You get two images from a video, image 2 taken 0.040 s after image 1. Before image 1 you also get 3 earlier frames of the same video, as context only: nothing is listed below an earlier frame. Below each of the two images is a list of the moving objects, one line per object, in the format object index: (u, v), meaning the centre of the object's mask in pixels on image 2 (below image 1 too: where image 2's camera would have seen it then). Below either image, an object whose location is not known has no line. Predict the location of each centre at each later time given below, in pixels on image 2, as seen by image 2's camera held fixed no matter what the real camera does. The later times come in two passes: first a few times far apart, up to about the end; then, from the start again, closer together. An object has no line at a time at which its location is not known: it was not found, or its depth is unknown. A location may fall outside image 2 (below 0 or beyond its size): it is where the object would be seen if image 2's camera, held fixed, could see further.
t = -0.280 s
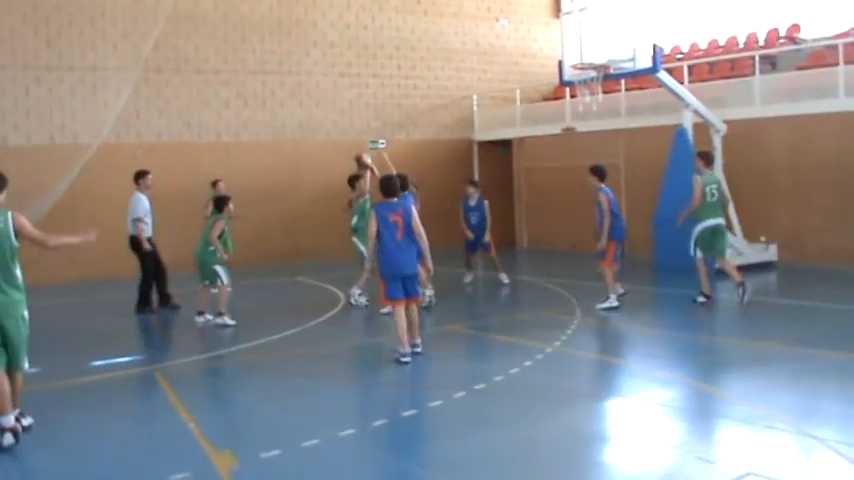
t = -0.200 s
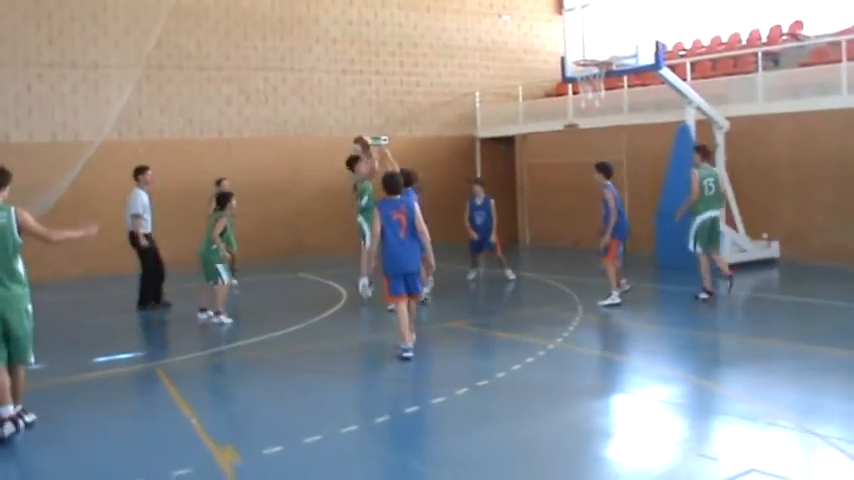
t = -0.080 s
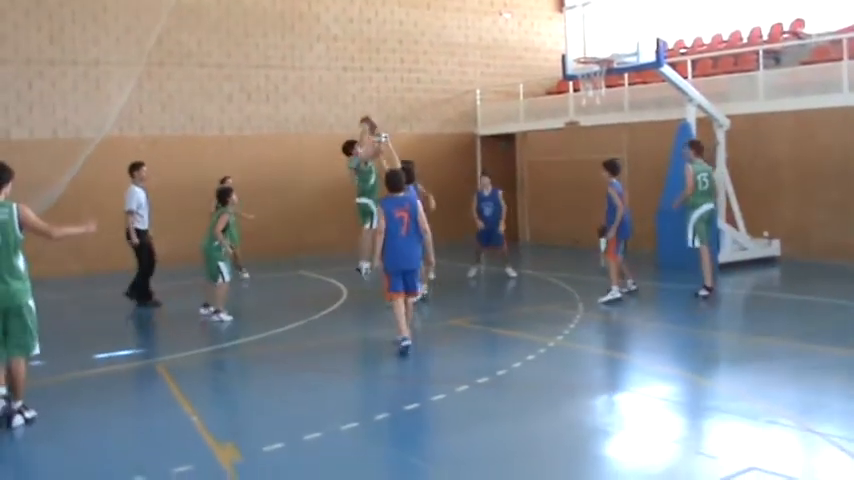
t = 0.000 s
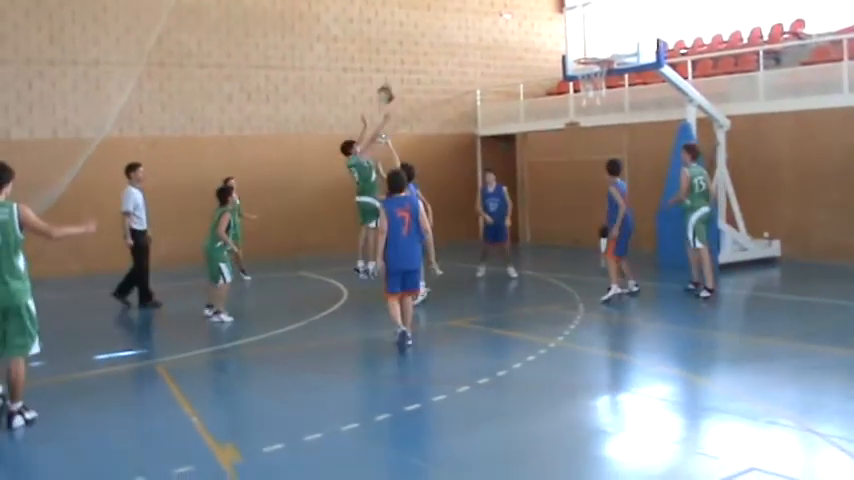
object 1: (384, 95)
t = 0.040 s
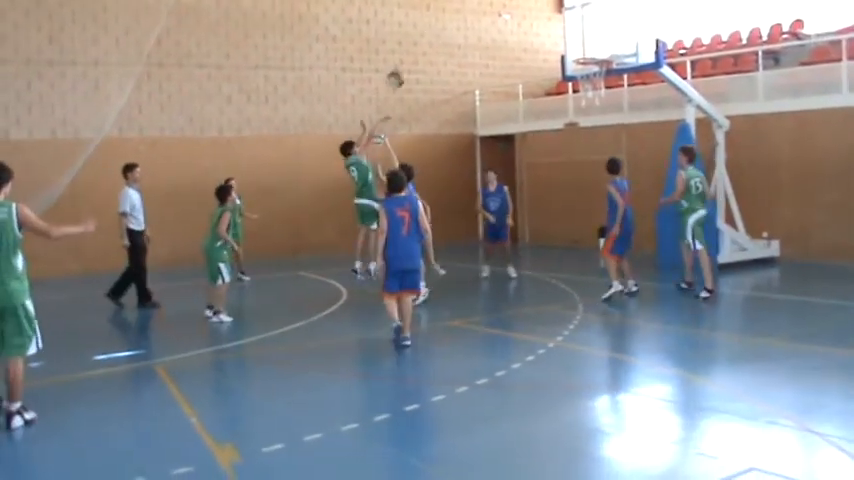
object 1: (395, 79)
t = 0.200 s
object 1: (436, 32)
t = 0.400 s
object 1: (485, 3)
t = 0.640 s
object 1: (543, 5)
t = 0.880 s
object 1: (598, 48)
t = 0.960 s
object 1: (604, 40)
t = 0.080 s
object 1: (405, 65)
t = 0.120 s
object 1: (416, 52)
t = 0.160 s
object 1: (426, 41)
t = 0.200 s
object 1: (436, 32)
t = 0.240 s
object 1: (446, 23)
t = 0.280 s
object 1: (456, 16)
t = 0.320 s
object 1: (466, 10)
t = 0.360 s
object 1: (475, 6)
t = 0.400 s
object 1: (485, 3)
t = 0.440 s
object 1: (495, -1)
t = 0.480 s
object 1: (505, -1)
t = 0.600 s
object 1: (533, 2)
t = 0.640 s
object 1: (543, 5)
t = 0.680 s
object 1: (552, 9)
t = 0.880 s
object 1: (598, 48)
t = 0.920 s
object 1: (606, 48)
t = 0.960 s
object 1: (604, 40)
